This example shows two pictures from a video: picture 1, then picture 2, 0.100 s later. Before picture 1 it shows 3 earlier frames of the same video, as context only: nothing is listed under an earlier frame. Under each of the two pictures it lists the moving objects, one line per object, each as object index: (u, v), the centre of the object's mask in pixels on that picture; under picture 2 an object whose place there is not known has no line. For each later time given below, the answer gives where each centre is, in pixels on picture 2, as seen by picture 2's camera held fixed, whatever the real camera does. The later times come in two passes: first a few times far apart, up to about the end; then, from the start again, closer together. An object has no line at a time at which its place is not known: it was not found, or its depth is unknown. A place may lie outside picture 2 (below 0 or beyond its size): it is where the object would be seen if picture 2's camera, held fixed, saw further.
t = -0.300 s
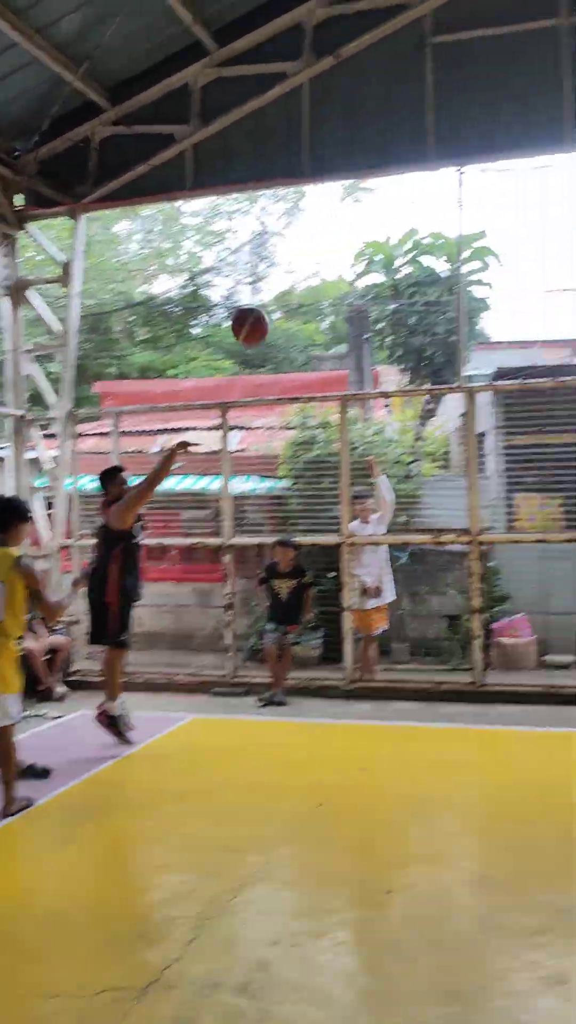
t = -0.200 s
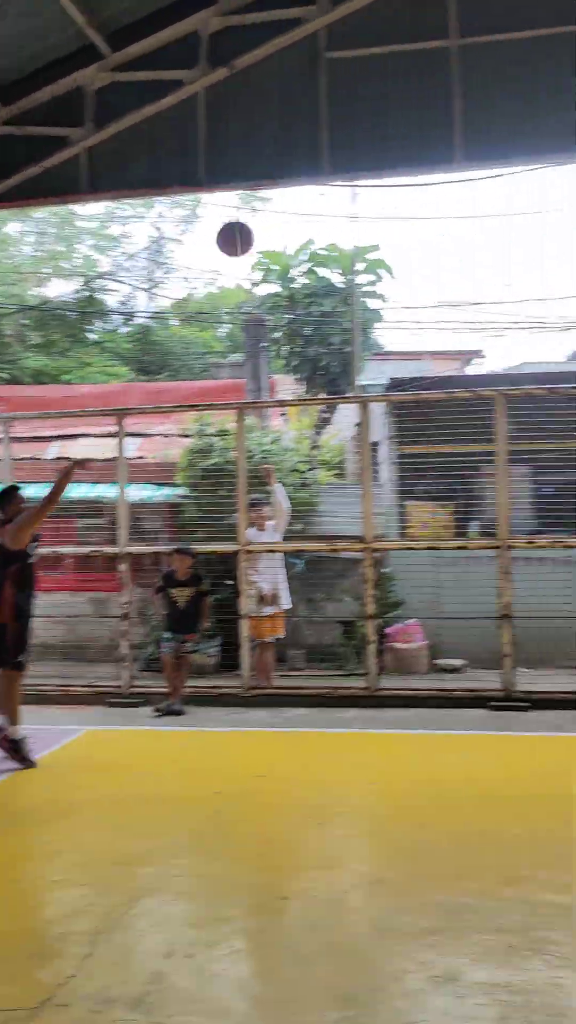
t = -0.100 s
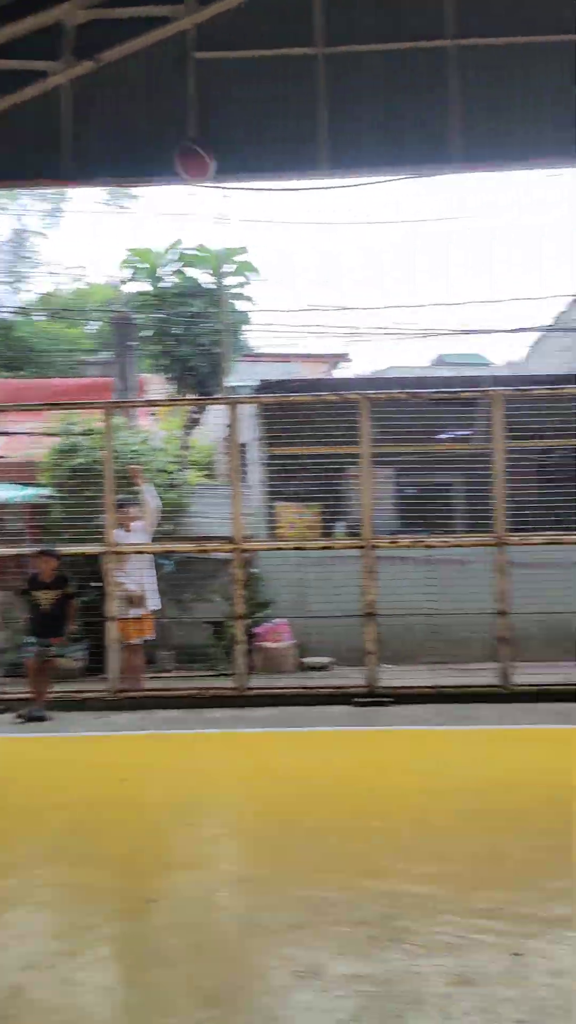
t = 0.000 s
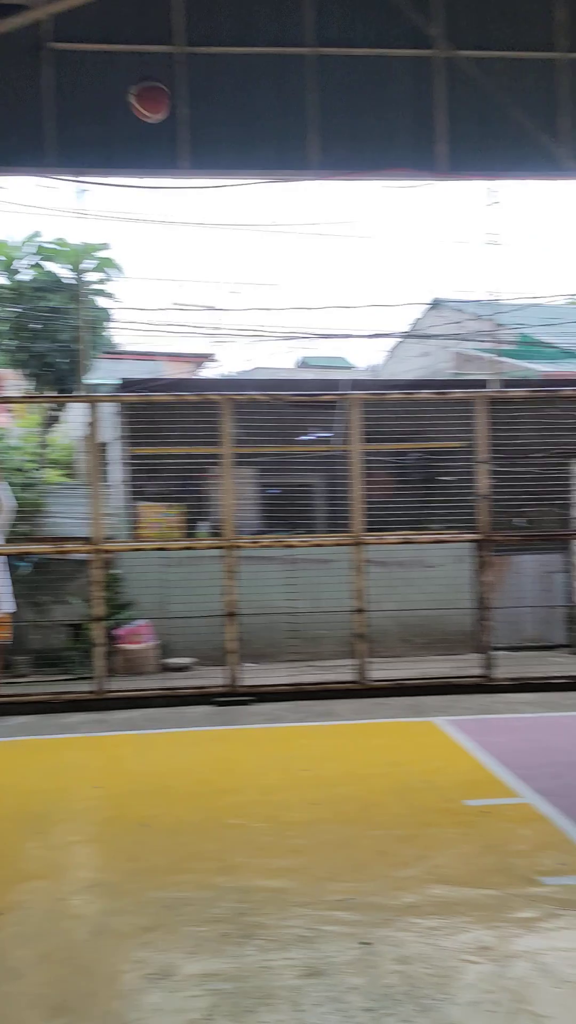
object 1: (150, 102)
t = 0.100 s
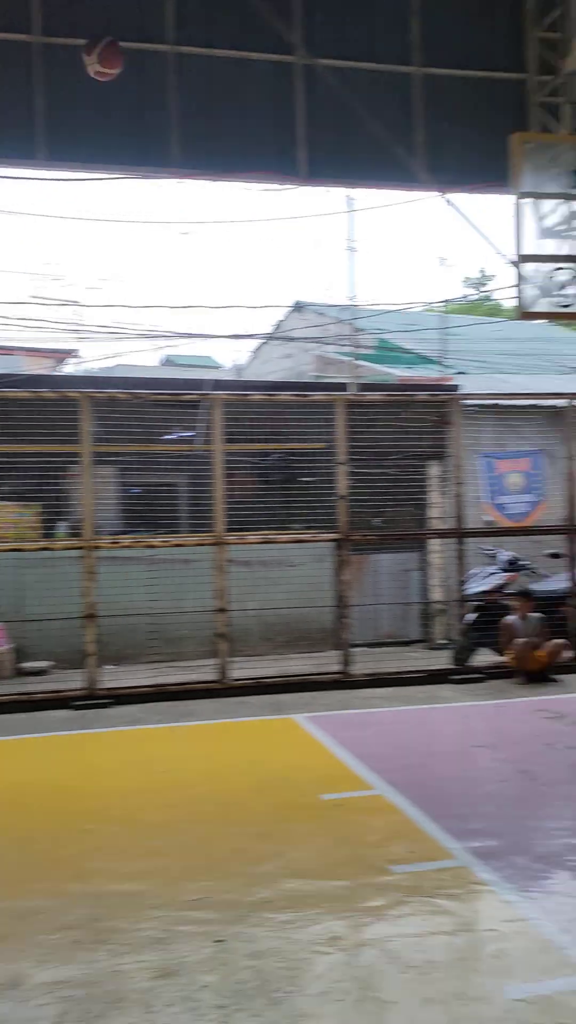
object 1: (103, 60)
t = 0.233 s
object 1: (225, 59)
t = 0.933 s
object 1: (556, 305)
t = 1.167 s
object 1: (502, 421)
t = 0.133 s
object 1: (135, 58)
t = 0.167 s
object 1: (166, 56)
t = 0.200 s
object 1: (195, 56)
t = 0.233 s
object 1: (225, 59)
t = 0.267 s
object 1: (253, 62)
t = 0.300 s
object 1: (282, 64)
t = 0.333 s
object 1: (308, 71)
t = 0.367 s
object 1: (335, 79)
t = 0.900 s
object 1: (563, 296)
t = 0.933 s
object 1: (556, 305)
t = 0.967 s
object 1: (548, 316)
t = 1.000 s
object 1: (541, 329)
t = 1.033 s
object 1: (533, 343)
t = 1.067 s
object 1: (525, 359)
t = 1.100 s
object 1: (518, 379)
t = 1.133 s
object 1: (510, 399)
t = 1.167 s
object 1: (502, 421)
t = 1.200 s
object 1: (494, 446)
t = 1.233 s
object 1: (485, 474)
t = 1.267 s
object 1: (477, 502)
